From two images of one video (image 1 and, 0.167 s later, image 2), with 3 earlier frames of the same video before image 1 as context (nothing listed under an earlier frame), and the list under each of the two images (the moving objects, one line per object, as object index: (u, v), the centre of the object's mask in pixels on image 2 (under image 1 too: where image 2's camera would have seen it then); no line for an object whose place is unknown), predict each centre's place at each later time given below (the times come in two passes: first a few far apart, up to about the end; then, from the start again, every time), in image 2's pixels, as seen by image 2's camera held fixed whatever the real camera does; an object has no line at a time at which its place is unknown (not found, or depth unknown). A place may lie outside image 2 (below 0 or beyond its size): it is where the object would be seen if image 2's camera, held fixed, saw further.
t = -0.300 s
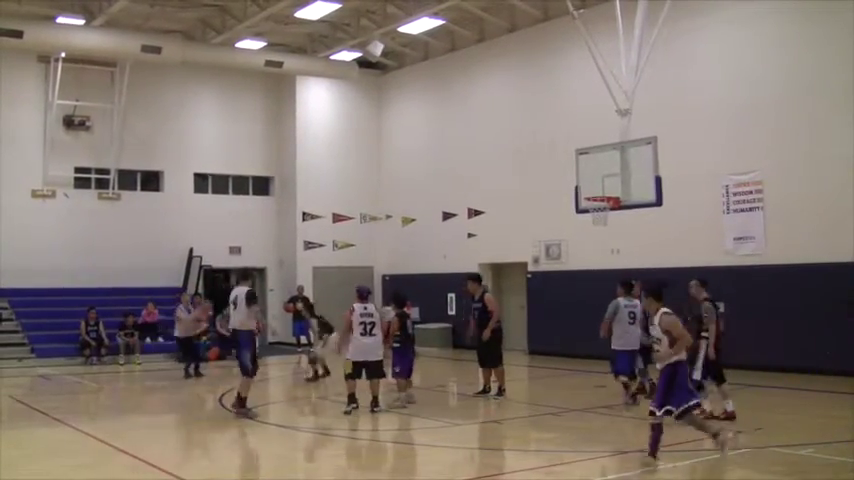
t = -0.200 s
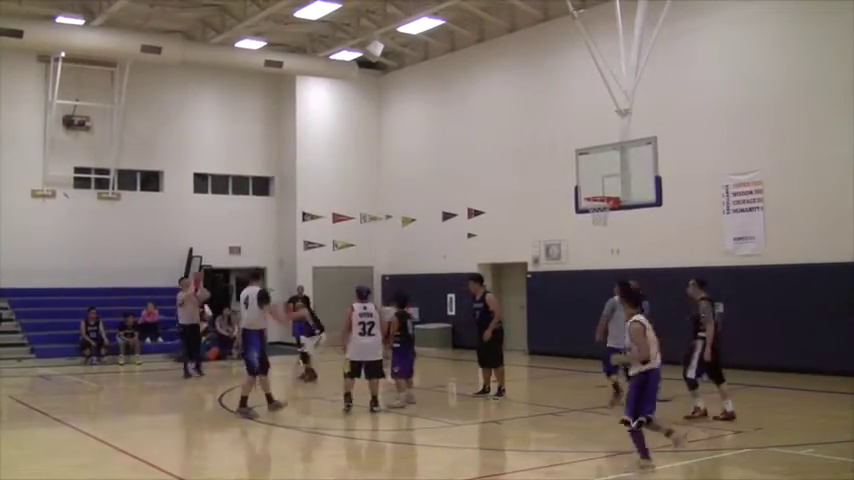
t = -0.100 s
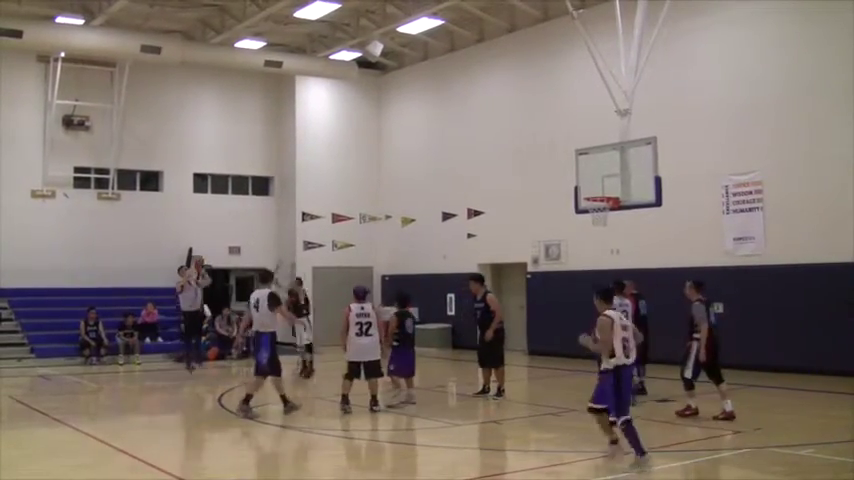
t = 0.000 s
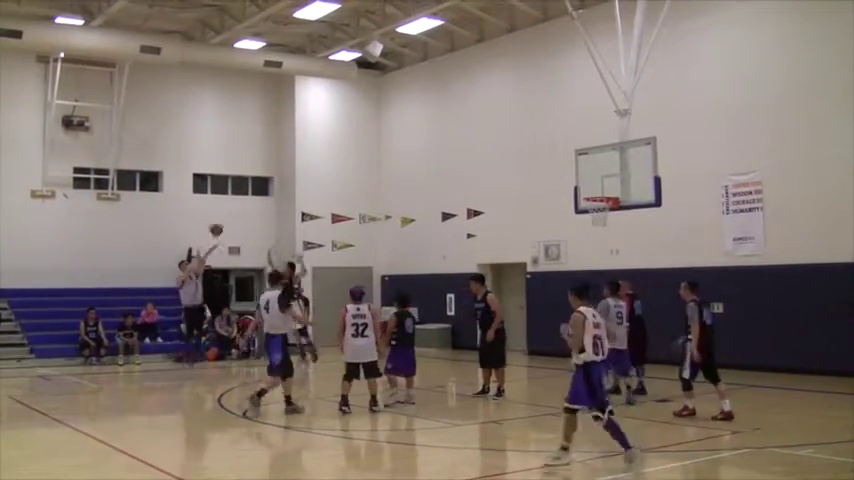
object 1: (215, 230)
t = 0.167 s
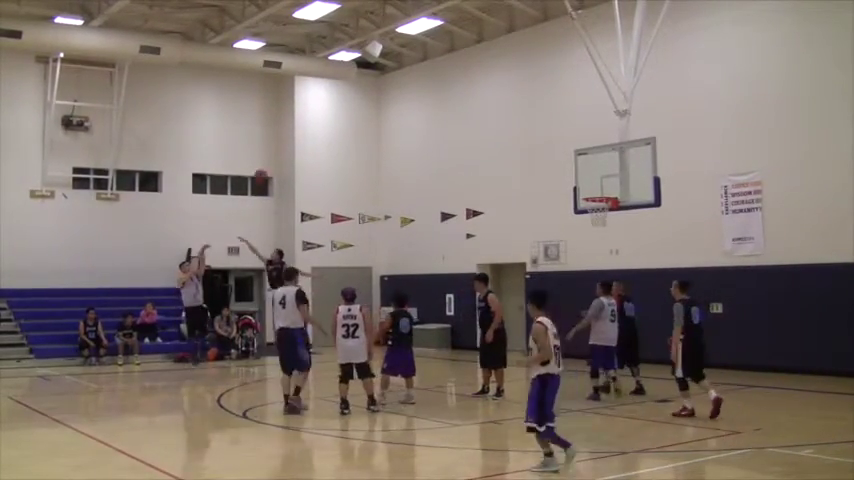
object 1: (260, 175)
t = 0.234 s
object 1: (279, 158)
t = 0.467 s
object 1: (344, 114)
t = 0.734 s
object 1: (420, 99)
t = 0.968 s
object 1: (489, 119)
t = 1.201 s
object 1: (560, 172)
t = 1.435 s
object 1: (578, 160)
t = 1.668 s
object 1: (572, 139)
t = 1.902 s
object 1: (568, 148)
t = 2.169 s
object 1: (564, 199)
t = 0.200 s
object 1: (270, 167)
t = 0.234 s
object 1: (279, 158)
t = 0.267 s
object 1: (288, 150)
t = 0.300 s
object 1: (297, 142)
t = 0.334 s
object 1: (306, 136)
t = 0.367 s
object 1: (315, 130)
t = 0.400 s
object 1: (325, 124)
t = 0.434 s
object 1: (334, 119)
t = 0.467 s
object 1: (344, 114)
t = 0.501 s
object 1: (353, 110)
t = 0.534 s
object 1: (363, 107)
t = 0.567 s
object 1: (372, 104)
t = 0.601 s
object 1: (382, 102)
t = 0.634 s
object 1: (391, 101)
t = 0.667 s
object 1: (401, 99)
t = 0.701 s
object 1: (411, 99)
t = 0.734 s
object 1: (420, 99)
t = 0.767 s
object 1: (430, 100)
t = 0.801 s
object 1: (439, 102)
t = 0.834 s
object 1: (450, 104)
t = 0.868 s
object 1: (459, 107)
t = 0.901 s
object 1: (470, 111)
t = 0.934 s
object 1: (480, 115)
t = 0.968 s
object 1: (489, 119)
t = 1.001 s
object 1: (499, 125)
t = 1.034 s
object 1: (509, 131)
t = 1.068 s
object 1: (519, 138)
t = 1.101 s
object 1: (530, 145)
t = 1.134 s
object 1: (540, 153)
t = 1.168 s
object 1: (550, 162)
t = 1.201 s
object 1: (560, 172)
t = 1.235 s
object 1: (570, 182)
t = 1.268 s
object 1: (580, 192)
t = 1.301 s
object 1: (580, 187)
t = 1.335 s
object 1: (580, 179)
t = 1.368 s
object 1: (579, 172)
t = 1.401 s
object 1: (578, 166)
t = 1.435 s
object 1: (578, 160)
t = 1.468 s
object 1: (576, 155)
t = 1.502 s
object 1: (576, 151)
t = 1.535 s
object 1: (575, 147)
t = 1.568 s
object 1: (574, 144)
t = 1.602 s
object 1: (574, 142)
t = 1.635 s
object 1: (573, 140)
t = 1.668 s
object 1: (572, 139)
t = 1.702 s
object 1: (572, 139)
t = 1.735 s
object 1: (571, 139)
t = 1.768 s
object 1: (571, 139)
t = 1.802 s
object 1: (570, 140)
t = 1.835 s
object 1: (569, 142)
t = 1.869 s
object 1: (569, 145)
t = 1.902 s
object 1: (568, 148)
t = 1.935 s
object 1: (568, 152)
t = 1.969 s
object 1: (567, 157)
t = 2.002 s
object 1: (566, 162)
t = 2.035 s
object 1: (566, 168)
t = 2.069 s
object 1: (566, 175)
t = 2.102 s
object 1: (565, 182)
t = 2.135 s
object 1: (564, 190)
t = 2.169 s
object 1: (564, 199)
